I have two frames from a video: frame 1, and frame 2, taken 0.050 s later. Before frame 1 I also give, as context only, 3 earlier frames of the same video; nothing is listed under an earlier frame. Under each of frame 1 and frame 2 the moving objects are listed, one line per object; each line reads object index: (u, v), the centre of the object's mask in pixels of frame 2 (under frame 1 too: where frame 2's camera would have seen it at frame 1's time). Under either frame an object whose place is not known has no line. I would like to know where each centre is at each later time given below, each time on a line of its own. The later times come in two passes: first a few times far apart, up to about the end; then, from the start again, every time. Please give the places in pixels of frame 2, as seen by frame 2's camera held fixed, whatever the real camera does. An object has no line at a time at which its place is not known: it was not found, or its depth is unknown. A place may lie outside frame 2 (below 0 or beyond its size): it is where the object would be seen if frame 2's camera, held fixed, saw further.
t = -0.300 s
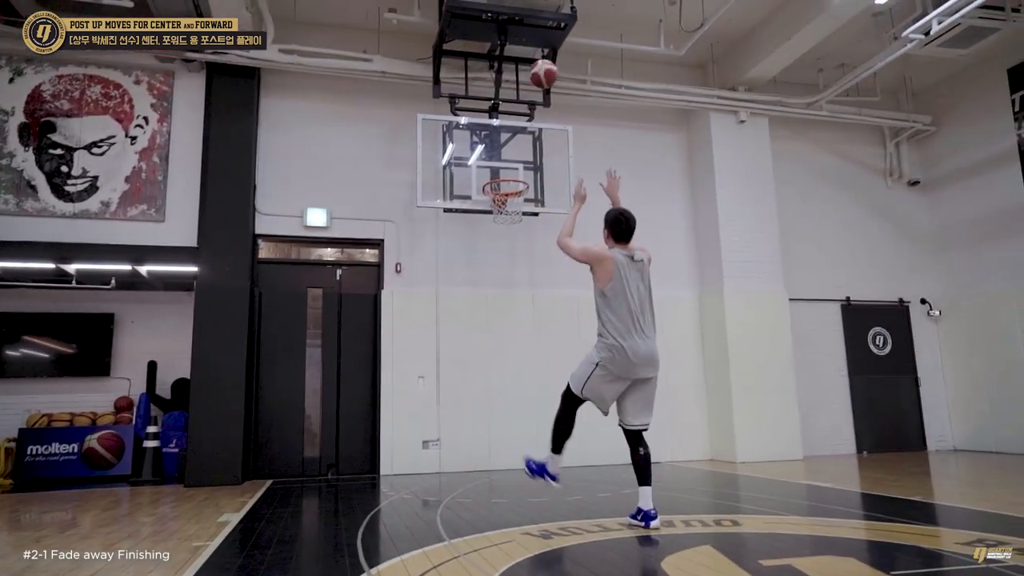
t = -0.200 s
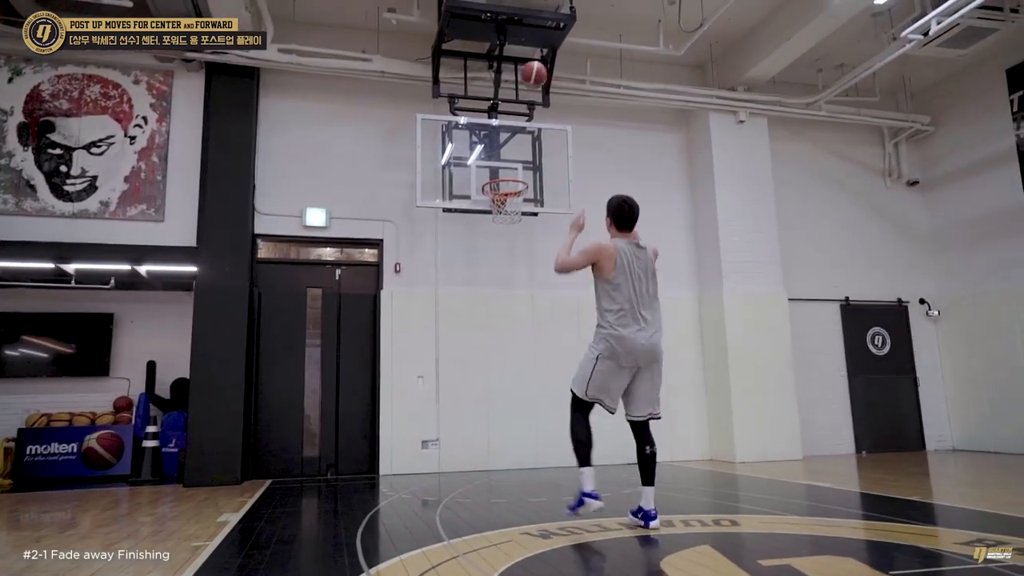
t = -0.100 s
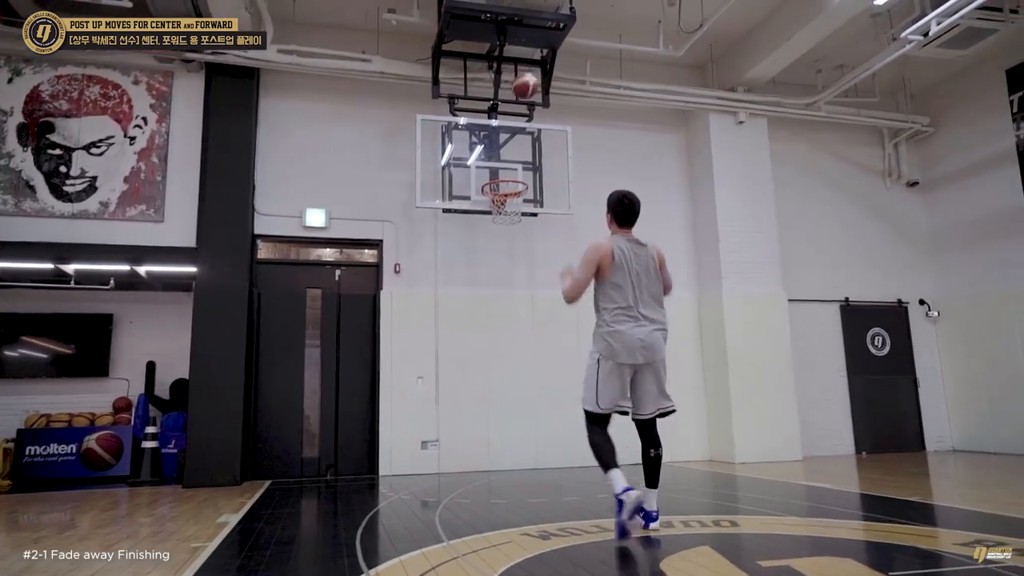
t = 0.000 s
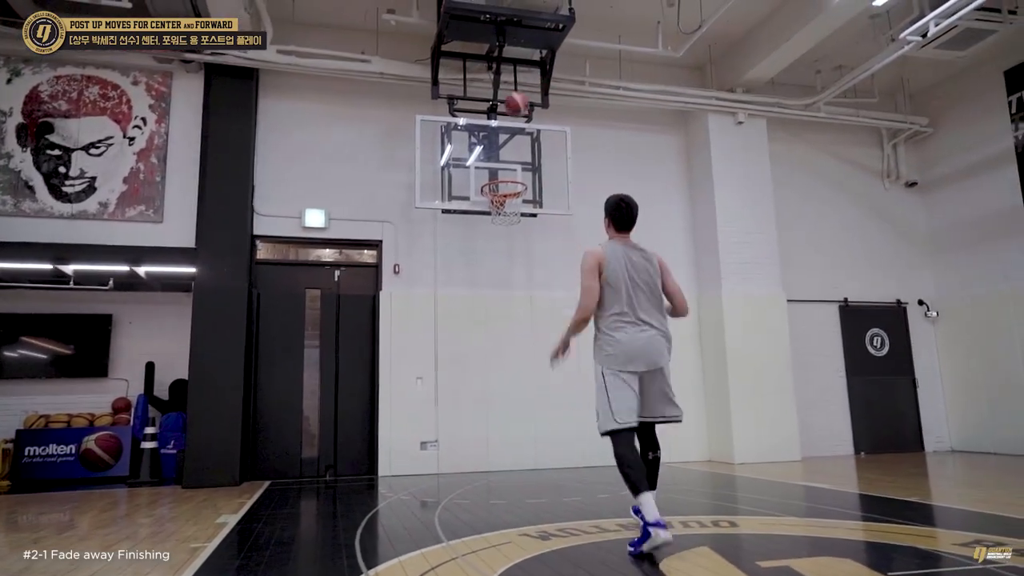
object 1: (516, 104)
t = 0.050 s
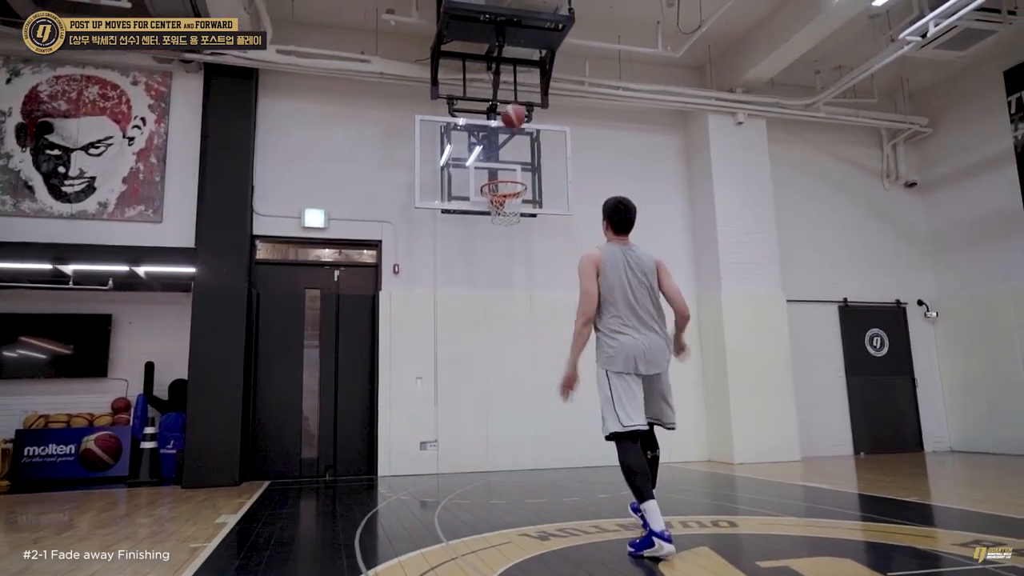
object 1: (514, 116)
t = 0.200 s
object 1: (504, 164)
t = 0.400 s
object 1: (499, 211)
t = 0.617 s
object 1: (507, 228)
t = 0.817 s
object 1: (517, 279)
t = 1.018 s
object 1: (528, 372)
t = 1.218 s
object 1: (539, 449)
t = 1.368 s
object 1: (544, 375)
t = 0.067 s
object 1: (512, 121)
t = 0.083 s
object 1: (511, 126)
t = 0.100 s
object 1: (509, 132)
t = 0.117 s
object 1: (509, 137)
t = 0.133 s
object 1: (508, 140)
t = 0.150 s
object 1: (507, 146)
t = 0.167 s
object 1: (506, 152)
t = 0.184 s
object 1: (505, 157)
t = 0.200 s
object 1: (504, 164)
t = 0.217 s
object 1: (503, 170)
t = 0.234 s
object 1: (501, 174)
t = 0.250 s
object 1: (503, 185)
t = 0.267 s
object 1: (501, 193)
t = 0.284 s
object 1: (500, 200)
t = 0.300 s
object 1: (499, 202)
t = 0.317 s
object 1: (497, 210)
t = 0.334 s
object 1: (497, 212)
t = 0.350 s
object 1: (498, 212)
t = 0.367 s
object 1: (498, 212)
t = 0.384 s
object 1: (499, 212)
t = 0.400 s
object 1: (499, 211)
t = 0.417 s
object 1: (499, 211)
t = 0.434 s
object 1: (499, 211)
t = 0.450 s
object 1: (502, 213)
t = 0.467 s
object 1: (503, 217)
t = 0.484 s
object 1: (503, 216)
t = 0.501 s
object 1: (503, 218)
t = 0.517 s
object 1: (502, 221)
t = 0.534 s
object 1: (505, 221)
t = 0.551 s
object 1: (505, 222)
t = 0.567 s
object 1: (506, 224)
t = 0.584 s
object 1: (506, 224)
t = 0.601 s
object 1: (507, 225)
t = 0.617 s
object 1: (507, 228)
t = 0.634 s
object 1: (508, 230)
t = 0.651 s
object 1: (509, 233)
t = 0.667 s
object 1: (510, 236)
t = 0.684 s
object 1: (510, 240)
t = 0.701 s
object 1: (511, 244)
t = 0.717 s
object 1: (512, 248)
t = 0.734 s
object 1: (513, 252)
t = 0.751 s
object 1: (514, 257)
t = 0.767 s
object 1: (515, 262)
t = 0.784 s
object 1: (516, 268)
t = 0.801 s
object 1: (516, 273)
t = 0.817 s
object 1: (517, 279)
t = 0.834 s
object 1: (518, 285)
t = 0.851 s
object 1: (519, 291)
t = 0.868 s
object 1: (520, 298)
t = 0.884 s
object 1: (521, 305)
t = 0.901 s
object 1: (521, 312)
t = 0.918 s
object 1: (522, 320)
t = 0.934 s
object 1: (523, 328)
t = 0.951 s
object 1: (524, 335)
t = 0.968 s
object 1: (525, 344)
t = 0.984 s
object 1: (526, 353)
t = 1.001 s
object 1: (527, 363)
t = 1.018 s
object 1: (528, 372)
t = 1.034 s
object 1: (529, 382)
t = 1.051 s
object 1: (530, 391)
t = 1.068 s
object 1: (531, 402)
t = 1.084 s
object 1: (532, 413)
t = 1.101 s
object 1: (533, 424)
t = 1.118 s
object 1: (534, 436)
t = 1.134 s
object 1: (535, 448)
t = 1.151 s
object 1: (536, 461)
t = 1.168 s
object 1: (538, 473)
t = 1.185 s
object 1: (538, 468)
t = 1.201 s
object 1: (539, 458)
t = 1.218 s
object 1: (539, 449)
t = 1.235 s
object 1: (540, 440)
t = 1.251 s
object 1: (540, 431)
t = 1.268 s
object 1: (541, 423)
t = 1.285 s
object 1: (541, 414)
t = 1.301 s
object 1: (542, 405)
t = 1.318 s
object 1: (542, 397)
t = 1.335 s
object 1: (543, 390)
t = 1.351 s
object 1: (543, 382)
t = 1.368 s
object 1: (544, 375)
